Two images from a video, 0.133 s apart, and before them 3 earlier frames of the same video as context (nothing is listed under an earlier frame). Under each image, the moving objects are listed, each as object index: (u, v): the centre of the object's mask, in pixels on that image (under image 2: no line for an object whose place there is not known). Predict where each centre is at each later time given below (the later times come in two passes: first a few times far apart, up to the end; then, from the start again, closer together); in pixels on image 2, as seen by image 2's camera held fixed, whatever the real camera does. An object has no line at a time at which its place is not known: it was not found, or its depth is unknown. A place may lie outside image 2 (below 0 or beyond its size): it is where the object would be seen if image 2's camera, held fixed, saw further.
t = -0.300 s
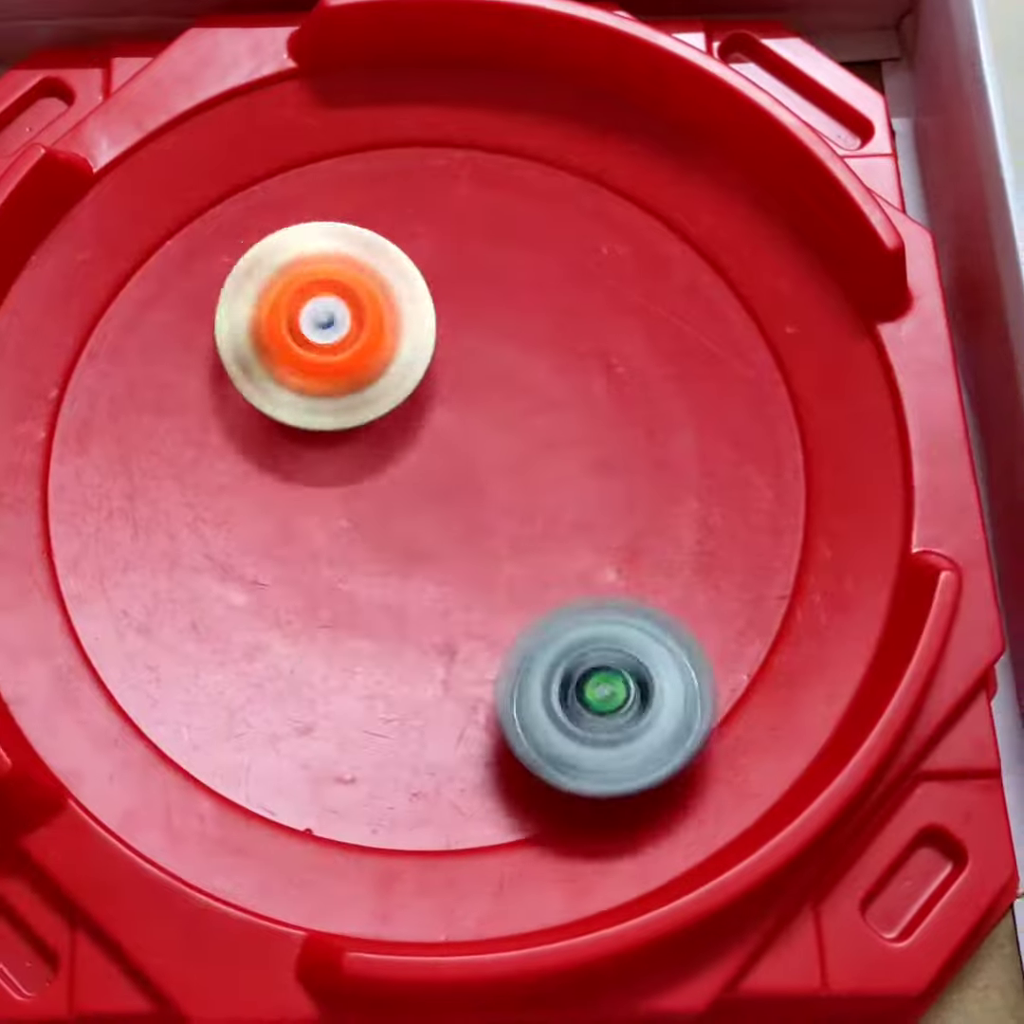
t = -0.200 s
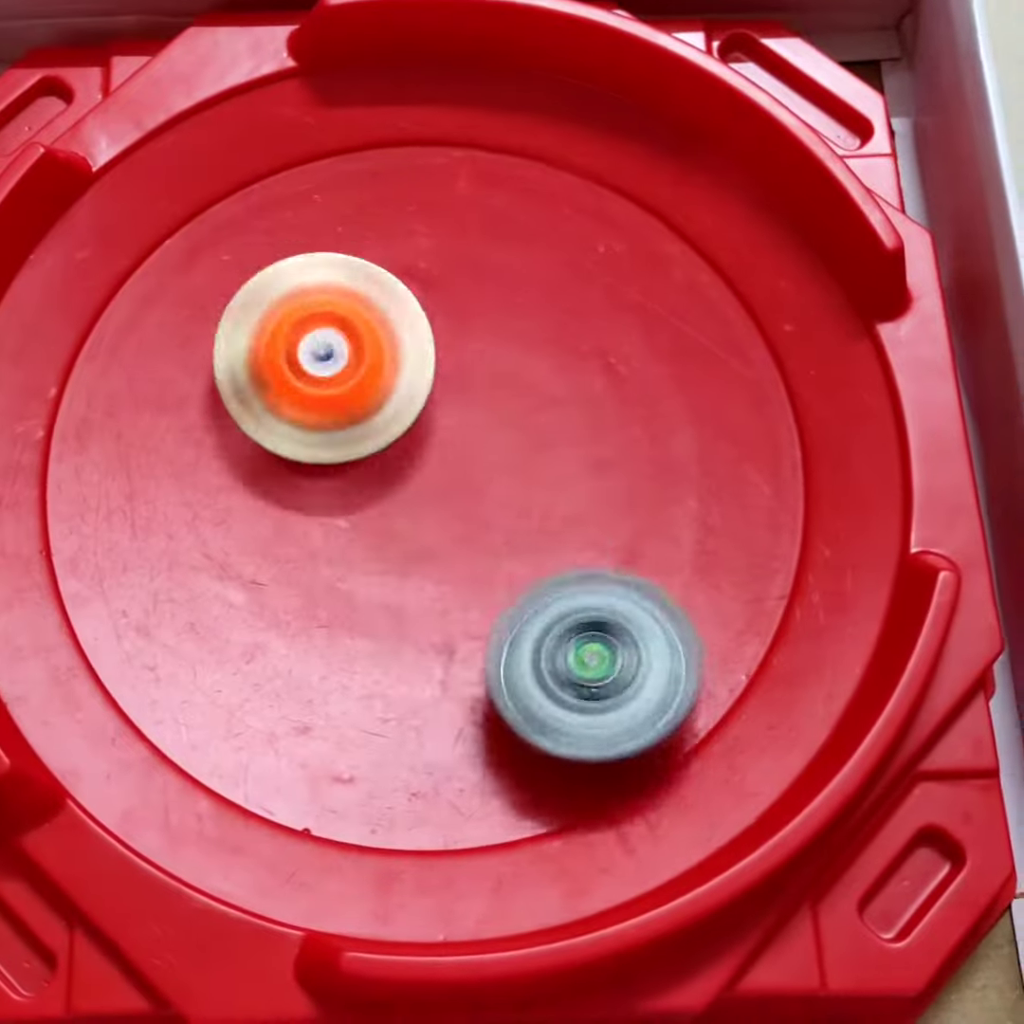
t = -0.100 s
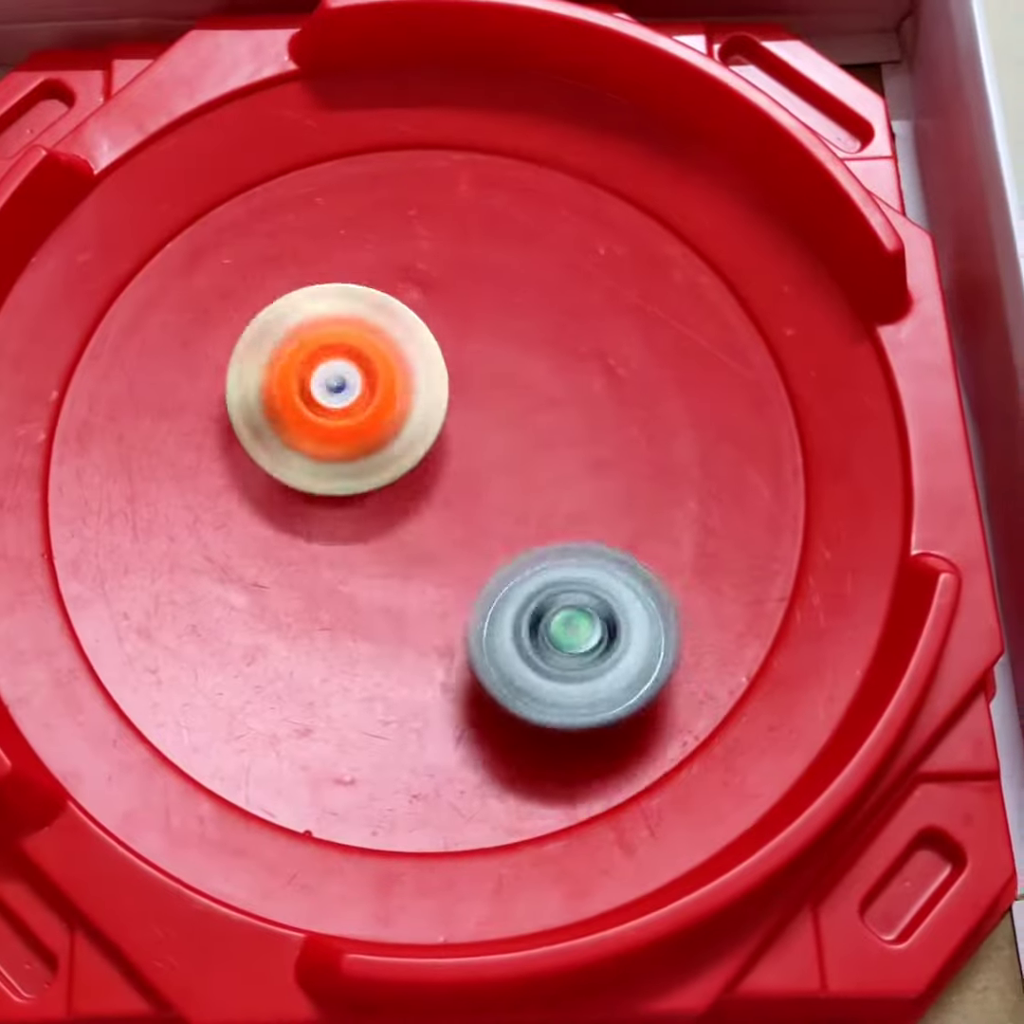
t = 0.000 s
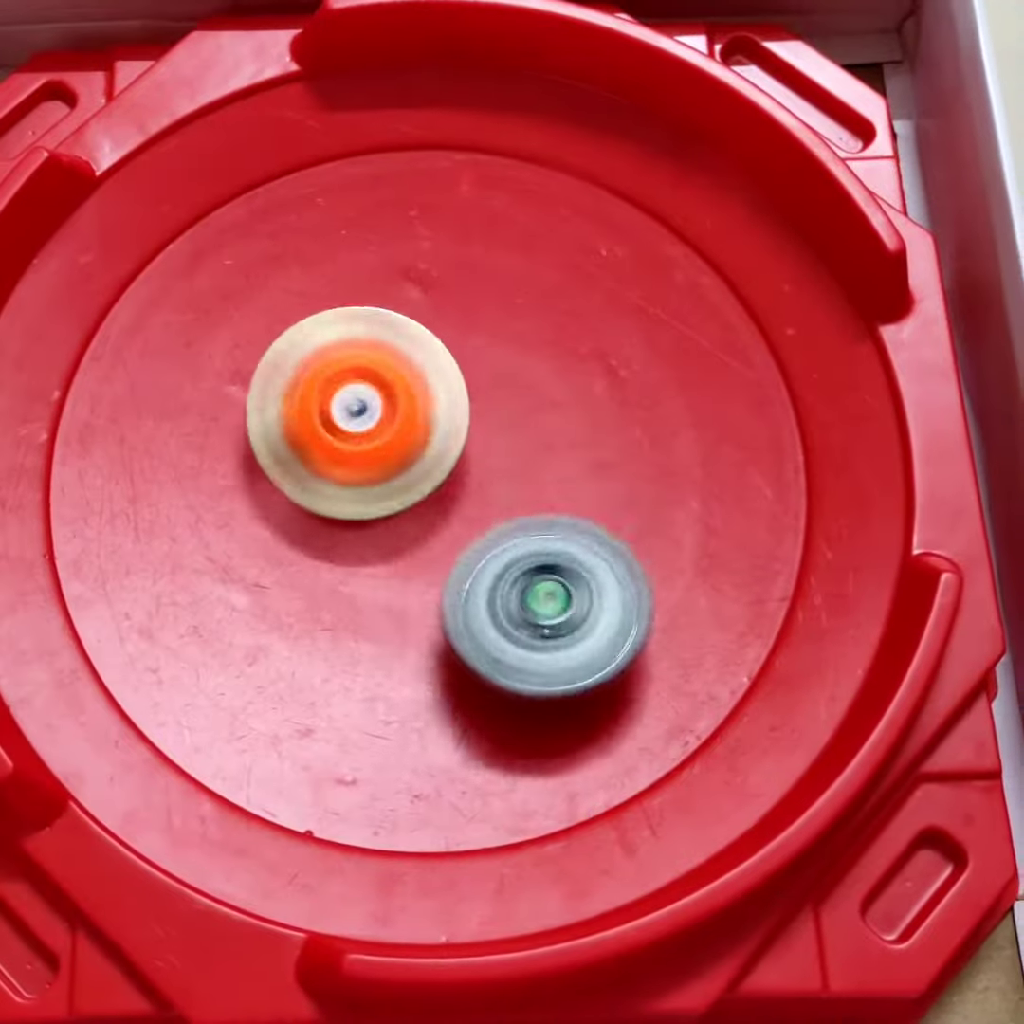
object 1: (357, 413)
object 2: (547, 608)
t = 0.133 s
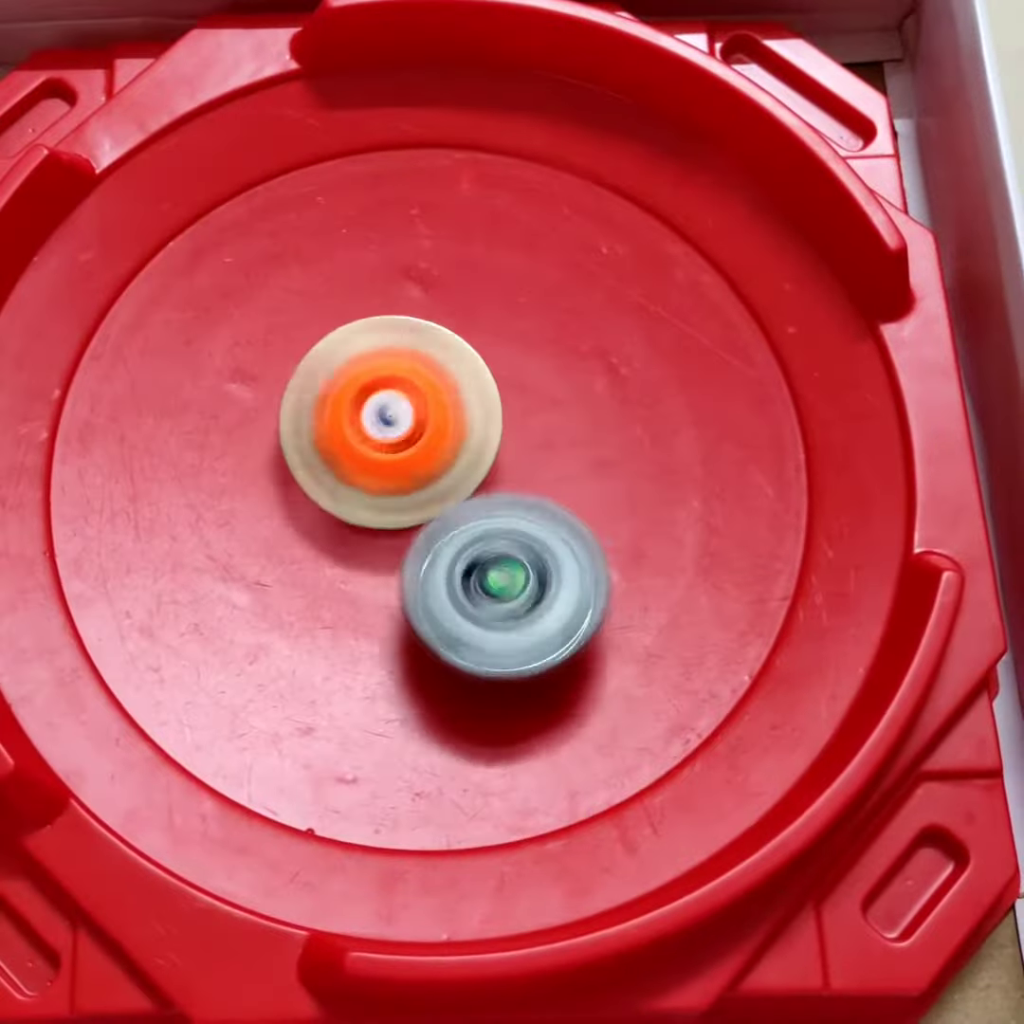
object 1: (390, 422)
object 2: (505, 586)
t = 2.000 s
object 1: (481, 536)
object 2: (313, 373)
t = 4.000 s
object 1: (369, 536)
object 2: (542, 413)
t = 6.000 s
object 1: (428, 382)
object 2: (364, 576)
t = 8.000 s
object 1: (407, 632)
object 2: (280, 407)
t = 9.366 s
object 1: (281, 479)
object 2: (457, 345)
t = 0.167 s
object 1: (390, 412)
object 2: (506, 610)
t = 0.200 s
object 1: (393, 407)
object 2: (500, 627)
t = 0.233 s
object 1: (403, 404)
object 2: (491, 636)
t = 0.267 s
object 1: (413, 403)
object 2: (480, 638)
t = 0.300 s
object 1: (423, 405)
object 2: (472, 636)
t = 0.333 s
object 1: (431, 405)
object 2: (465, 632)
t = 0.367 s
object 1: (438, 406)
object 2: (458, 628)
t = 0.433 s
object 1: (451, 411)
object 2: (445, 618)
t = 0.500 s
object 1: (464, 413)
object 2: (431, 610)
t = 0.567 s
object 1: (476, 415)
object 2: (417, 603)
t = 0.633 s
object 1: (486, 417)
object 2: (403, 594)
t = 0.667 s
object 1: (491, 419)
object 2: (396, 590)
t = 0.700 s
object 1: (495, 420)
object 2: (390, 586)
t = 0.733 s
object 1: (499, 422)
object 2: (383, 581)
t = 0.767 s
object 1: (502, 424)
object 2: (376, 576)
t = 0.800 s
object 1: (504, 426)
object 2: (370, 571)
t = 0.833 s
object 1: (507, 427)
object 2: (364, 566)
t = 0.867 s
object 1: (509, 430)
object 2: (358, 560)
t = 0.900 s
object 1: (509, 431)
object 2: (351, 554)
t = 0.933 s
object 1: (510, 433)
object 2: (346, 549)
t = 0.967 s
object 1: (511, 434)
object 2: (341, 544)
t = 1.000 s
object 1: (511, 436)
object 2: (336, 539)
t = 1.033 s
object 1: (510, 438)
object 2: (331, 534)
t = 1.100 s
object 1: (511, 440)
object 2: (324, 523)
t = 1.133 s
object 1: (511, 442)
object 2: (321, 518)
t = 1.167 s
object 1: (511, 444)
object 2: (317, 512)
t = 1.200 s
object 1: (510, 445)
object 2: (313, 506)
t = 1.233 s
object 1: (511, 448)
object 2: (311, 500)
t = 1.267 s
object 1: (510, 450)
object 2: (308, 494)
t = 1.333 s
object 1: (509, 455)
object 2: (302, 482)
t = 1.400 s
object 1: (507, 461)
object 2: (297, 470)
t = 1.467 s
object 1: (504, 467)
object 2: (292, 457)
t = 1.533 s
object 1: (502, 475)
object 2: (289, 445)
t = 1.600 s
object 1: (499, 484)
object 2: (288, 433)
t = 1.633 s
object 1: (497, 488)
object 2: (288, 426)
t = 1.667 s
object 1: (496, 494)
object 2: (288, 421)
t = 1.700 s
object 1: (495, 499)
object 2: (289, 415)
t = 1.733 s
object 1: (493, 504)
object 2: (290, 409)
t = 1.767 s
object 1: (492, 510)
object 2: (292, 404)
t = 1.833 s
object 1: (489, 520)
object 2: (296, 394)
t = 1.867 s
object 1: (488, 525)
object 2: (300, 389)
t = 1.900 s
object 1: (486, 528)
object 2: (302, 385)
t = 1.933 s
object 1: (484, 531)
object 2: (306, 381)
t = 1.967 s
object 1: (483, 534)
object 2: (309, 377)
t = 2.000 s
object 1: (481, 536)
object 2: (313, 373)
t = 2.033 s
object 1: (479, 538)
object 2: (317, 370)
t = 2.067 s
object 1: (478, 540)
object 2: (323, 366)
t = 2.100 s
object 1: (477, 541)
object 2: (328, 363)
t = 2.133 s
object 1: (475, 542)
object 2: (332, 361)
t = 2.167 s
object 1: (473, 543)
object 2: (337, 358)
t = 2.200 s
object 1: (472, 544)
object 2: (343, 356)
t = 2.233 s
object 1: (471, 544)
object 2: (349, 354)
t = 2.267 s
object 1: (470, 544)
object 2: (355, 353)
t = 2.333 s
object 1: (466, 545)
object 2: (367, 351)
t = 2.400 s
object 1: (461, 547)
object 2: (379, 350)
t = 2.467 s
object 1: (456, 549)
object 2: (392, 349)
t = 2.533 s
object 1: (451, 550)
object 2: (403, 348)
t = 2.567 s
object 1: (449, 550)
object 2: (409, 348)
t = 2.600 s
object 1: (446, 550)
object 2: (413, 349)
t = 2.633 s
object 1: (444, 553)
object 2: (419, 346)
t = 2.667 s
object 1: (440, 558)
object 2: (426, 340)
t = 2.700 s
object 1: (438, 560)
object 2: (434, 338)
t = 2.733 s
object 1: (436, 560)
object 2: (441, 338)
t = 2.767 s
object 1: (435, 559)
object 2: (447, 338)
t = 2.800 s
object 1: (433, 559)
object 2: (452, 338)
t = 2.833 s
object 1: (432, 558)
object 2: (457, 338)
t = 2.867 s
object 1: (430, 557)
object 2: (462, 338)
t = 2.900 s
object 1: (429, 556)
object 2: (466, 339)
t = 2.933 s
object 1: (427, 555)
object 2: (470, 340)
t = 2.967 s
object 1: (426, 554)
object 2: (475, 342)
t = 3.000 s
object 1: (424, 554)
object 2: (479, 345)
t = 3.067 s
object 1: (421, 551)
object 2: (489, 349)
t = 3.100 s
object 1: (419, 549)
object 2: (493, 352)
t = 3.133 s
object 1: (417, 548)
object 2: (496, 355)
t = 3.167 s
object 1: (414, 546)
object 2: (499, 358)
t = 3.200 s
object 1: (406, 551)
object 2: (504, 357)
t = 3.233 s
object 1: (388, 567)
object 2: (532, 328)
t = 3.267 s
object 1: (372, 575)
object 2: (554, 308)
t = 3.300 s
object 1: (361, 578)
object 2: (566, 298)
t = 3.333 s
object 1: (356, 579)
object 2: (573, 295)
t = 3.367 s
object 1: (354, 579)
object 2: (575, 296)
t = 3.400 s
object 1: (354, 578)
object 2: (575, 297)
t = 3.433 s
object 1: (354, 577)
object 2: (576, 300)
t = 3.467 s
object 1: (354, 577)
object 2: (575, 304)
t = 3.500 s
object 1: (355, 576)
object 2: (574, 307)
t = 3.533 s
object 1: (357, 576)
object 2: (573, 310)
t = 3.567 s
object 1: (358, 574)
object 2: (570, 313)
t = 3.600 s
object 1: (358, 572)
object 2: (567, 319)
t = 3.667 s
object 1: (361, 568)
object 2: (562, 332)
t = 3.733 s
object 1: (364, 562)
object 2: (555, 345)
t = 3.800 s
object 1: (366, 555)
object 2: (551, 362)
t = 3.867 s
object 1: (368, 547)
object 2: (550, 377)
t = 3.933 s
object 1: (369, 541)
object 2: (546, 394)
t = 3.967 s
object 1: (370, 538)
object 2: (544, 403)
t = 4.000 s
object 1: (369, 536)
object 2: (542, 413)
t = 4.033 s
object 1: (353, 538)
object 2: (561, 410)
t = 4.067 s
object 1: (336, 537)
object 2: (584, 405)
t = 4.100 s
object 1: (327, 534)
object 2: (594, 406)
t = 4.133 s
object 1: (322, 530)
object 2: (597, 412)
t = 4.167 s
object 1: (321, 525)
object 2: (598, 419)
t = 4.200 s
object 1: (323, 521)
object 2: (595, 424)
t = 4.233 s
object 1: (325, 518)
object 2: (590, 430)
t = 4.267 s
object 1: (327, 515)
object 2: (585, 436)
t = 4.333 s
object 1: (331, 508)
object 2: (575, 448)
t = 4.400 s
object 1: (335, 501)
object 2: (565, 458)
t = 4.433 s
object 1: (337, 497)
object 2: (560, 464)
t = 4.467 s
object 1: (340, 493)
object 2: (555, 470)
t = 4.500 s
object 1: (340, 489)
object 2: (552, 474)
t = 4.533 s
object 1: (337, 487)
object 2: (549, 481)
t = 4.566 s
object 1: (336, 484)
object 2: (547, 488)
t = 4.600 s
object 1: (329, 479)
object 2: (552, 496)
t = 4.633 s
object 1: (324, 474)
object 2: (552, 503)
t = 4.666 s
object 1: (322, 469)
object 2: (547, 509)
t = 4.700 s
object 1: (323, 465)
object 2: (542, 515)
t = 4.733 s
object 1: (325, 461)
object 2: (538, 519)
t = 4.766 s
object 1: (328, 459)
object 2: (532, 523)
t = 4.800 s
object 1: (330, 456)
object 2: (525, 525)
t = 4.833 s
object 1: (330, 453)
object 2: (523, 531)
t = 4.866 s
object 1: (324, 445)
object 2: (526, 542)
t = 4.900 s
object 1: (323, 439)
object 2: (522, 548)
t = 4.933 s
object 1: (323, 435)
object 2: (515, 553)
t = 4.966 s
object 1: (325, 431)
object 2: (508, 557)
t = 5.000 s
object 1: (327, 429)
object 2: (502, 558)
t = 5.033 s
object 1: (330, 427)
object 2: (495, 559)
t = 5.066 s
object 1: (332, 425)
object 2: (488, 561)
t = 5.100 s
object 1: (334, 424)
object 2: (483, 562)
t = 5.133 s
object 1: (337, 422)
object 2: (478, 562)
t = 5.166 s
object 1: (340, 420)
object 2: (472, 564)
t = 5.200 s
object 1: (336, 408)
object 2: (475, 585)
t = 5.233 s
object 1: (334, 399)
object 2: (475, 596)
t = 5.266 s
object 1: (336, 391)
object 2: (470, 603)
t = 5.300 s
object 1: (339, 385)
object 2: (465, 607)
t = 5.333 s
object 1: (343, 382)
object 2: (461, 609)
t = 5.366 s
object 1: (348, 380)
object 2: (456, 608)
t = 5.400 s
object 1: (352, 380)
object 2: (451, 609)
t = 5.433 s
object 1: (355, 380)
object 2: (447, 609)
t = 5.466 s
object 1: (359, 380)
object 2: (443, 608)
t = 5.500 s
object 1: (362, 382)
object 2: (438, 608)
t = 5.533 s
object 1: (365, 383)
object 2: (434, 607)
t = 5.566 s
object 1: (368, 385)
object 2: (431, 604)
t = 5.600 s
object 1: (371, 386)
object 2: (425, 601)
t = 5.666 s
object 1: (378, 389)
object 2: (417, 595)
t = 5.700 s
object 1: (381, 391)
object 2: (411, 589)
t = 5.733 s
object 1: (384, 392)
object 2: (407, 585)
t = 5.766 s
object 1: (388, 393)
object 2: (404, 580)
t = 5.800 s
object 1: (391, 391)
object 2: (398, 582)
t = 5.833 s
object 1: (395, 390)
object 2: (395, 586)
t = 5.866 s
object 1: (400, 387)
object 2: (390, 583)
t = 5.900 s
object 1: (406, 386)
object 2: (384, 577)
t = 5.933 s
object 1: (411, 386)
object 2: (381, 575)
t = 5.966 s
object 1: (416, 387)
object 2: (380, 568)
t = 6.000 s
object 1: (428, 382)
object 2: (364, 576)
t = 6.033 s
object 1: (437, 378)
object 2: (352, 582)
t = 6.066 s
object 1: (442, 378)
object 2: (343, 577)
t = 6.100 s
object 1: (447, 378)
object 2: (337, 573)
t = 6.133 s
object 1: (451, 379)
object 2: (335, 567)
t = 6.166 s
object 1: (454, 380)
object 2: (332, 561)
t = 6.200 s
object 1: (456, 380)
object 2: (331, 558)
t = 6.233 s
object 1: (459, 381)
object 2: (331, 554)
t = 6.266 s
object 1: (462, 381)
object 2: (329, 549)
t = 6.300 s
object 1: (465, 382)
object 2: (330, 546)
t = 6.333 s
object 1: (467, 383)
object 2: (330, 541)
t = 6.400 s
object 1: (472, 385)
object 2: (333, 532)
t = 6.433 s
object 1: (474, 386)
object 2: (334, 527)
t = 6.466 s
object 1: (477, 387)
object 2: (336, 523)
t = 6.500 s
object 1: (481, 387)
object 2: (335, 521)
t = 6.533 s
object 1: (493, 380)
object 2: (317, 526)
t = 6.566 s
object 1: (502, 376)
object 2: (311, 527)
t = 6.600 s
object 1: (508, 376)
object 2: (306, 524)
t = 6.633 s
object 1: (512, 377)
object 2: (307, 523)
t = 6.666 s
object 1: (514, 380)
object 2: (309, 517)
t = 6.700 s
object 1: (515, 384)
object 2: (312, 514)
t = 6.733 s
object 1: (515, 387)
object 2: (318, 509)
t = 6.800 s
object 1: (515, 393)
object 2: (327, 503)
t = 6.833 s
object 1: (514, 395)
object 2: (332, 498)
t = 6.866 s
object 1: (514, 398)
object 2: (336, 496)
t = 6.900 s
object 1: (515, 400)
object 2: (341, 491)
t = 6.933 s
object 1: (517, 404)
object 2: (340, 485)
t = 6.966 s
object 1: (517, 410)
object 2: (322, 485)
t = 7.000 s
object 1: (545, 410)
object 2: (254, 489)
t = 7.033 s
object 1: (566, 417)
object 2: (200, 494)
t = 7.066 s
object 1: (573, 429)
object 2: (165, 497)
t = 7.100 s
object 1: (574, 441)
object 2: (147, 499)
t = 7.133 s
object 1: (572, 449)
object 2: (137, 499)
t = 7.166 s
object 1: (567, 457)
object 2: (137, 501)
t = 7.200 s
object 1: (560, 464)
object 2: (137, 504)
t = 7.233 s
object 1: (553, 472)
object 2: (141, 507)
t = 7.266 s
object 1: (545, 480)
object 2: (140, 509)
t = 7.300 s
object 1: (537, 487)
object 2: (141, 509)
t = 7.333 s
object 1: (528, 495)
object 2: (143, 512)
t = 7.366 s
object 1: (518, 502)
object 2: (147, 512)
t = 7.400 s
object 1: (509, 510)
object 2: (152, 514)
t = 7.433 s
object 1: (501, 517)
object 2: (157, 512)
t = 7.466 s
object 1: (493, 525)
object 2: (168, 514)
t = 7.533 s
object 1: (478, 538)
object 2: (186, 513)
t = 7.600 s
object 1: (464, 551)
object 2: (204, 509)
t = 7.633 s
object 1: (457, 557)
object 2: (215, 510)
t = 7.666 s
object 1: (451, 563)
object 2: (228, 506)
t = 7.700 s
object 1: (446, 569)
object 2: (241, 507)
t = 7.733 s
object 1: (445, 575)
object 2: (242, 494)
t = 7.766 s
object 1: (440, 580)
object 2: (242, 482)
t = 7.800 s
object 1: (431, 585)
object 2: (252, 474)
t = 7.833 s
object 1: (430, 595)
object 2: (254, 461)
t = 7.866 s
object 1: (426, 599)
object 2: (256, 451)
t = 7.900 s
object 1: (419, 604)
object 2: (267, 445)
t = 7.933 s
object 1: (414, 613)
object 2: (272, 439)
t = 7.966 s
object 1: (413, 626)
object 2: (272, 417)
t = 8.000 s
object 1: (407, 632)
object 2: (280, 407)
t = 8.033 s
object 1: (402, 635)
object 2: (285, 402)
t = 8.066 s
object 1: (396, 636)
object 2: (290, 398)
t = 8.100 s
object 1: (390, 636)
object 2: (299, 399)
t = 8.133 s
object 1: (384, 636)
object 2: (305, 400)
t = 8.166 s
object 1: (379, 637)
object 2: (313, 400)
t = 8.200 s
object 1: (374, 637)
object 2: (322, 405)
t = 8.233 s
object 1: (369, 635)
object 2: (328, 406)
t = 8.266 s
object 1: (366, 633)
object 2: (339, 411)
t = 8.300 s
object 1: (363, 629)
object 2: (348, 417)
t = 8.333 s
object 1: (360, 626)
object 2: (360, 420)
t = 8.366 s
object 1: (355, 631)
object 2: (379, 418)
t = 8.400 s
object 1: (349, 637)
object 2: (411, 402)
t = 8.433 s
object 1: (344, 637)
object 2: (444, 390)
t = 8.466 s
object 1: (343, 635)
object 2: (479, 382)
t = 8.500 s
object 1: (341, 631)
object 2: (512, 366)
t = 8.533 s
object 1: (339, 629)
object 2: (545, 349)
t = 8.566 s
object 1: (339, 625)
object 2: (572, 328)
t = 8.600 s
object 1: (338, 620)
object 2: (590, 305)
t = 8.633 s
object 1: (337, 616)
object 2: (599, 282)
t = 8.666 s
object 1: (335, 610)
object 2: (599, 262)
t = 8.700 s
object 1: (332, 604)
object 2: (587, 246)
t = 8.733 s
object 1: (329, 597)
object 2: (569, 236)
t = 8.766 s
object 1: (325, 589)
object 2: (543, 231)
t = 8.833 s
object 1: (319, 574)
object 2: (479, 246)
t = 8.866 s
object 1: (316, 566)
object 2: (443, 270)
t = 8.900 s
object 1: (312, 558)
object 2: (413, 304)
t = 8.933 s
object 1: (309, 550)
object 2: (393, 348)
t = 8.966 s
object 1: (297, 556)
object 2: (397, 372)
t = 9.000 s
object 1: (288, 561)
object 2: (412, 384)
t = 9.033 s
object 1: (283, 559)
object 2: (431, 395)
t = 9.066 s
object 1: (281, 553)
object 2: (452, 397)
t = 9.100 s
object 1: (281, 546)
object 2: (469, 392)
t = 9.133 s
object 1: (282, 537)
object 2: (479, 381)
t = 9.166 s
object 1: (284, 528)
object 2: (481, 370)
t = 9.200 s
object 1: (286, 518)
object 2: (478, 360)
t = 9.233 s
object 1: (288, 509)
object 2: (471, 354)
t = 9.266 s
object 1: (291, 500)
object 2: (464, 348)
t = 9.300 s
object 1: (293, 491)
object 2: (456, 346)
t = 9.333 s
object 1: (294, 484)
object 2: (447, 348)
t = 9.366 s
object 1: (281, 479)
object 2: (457, 345)
